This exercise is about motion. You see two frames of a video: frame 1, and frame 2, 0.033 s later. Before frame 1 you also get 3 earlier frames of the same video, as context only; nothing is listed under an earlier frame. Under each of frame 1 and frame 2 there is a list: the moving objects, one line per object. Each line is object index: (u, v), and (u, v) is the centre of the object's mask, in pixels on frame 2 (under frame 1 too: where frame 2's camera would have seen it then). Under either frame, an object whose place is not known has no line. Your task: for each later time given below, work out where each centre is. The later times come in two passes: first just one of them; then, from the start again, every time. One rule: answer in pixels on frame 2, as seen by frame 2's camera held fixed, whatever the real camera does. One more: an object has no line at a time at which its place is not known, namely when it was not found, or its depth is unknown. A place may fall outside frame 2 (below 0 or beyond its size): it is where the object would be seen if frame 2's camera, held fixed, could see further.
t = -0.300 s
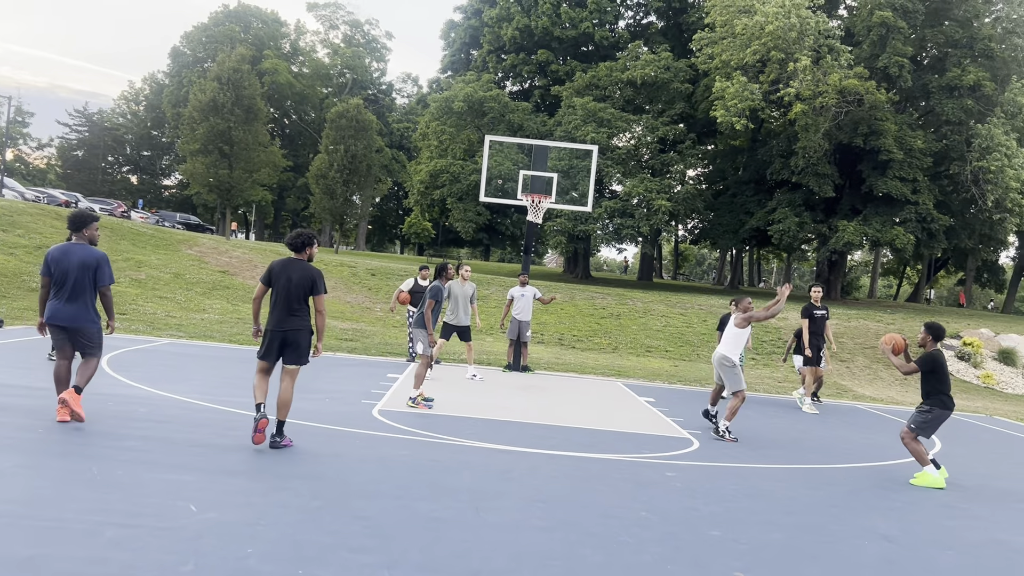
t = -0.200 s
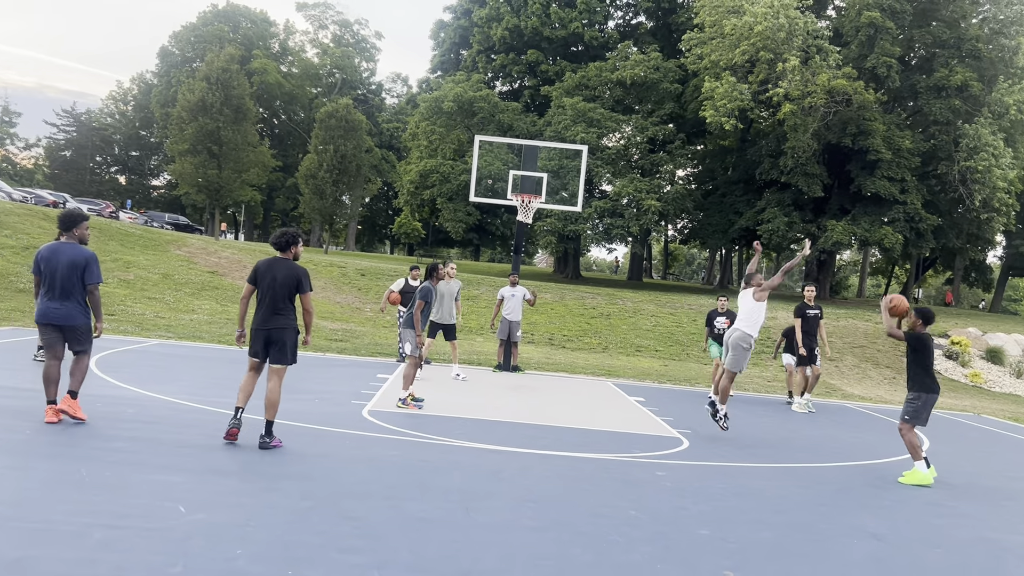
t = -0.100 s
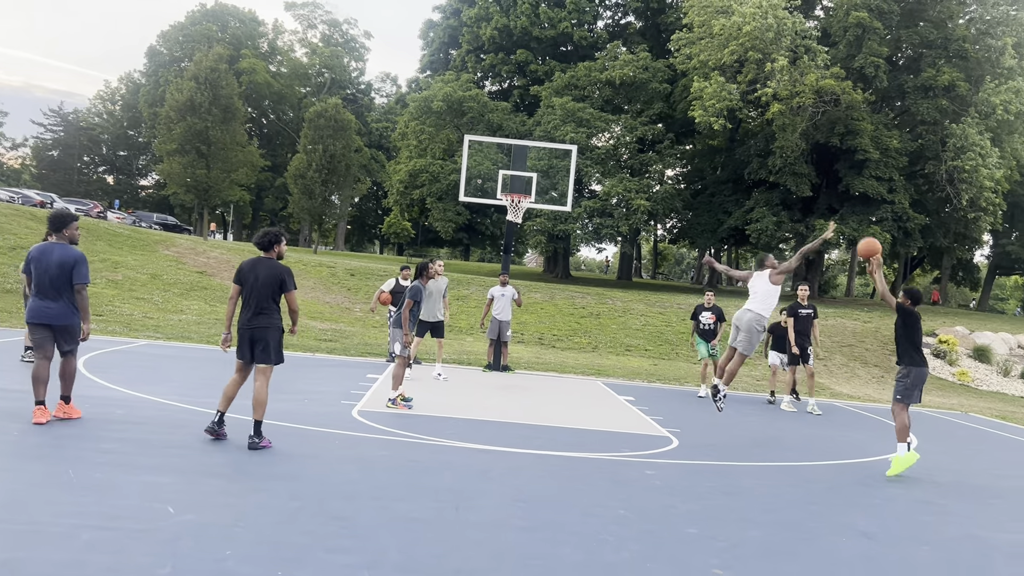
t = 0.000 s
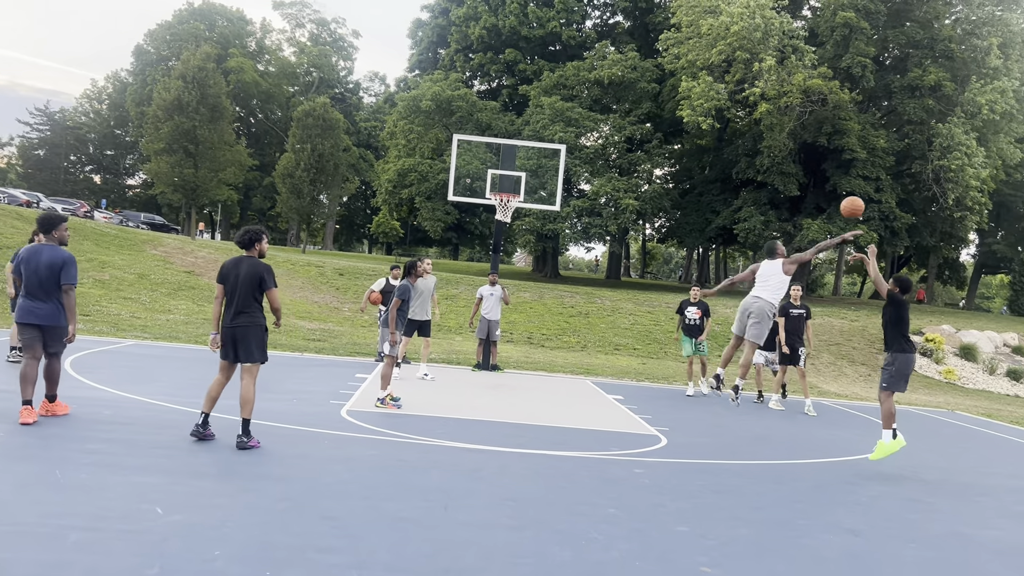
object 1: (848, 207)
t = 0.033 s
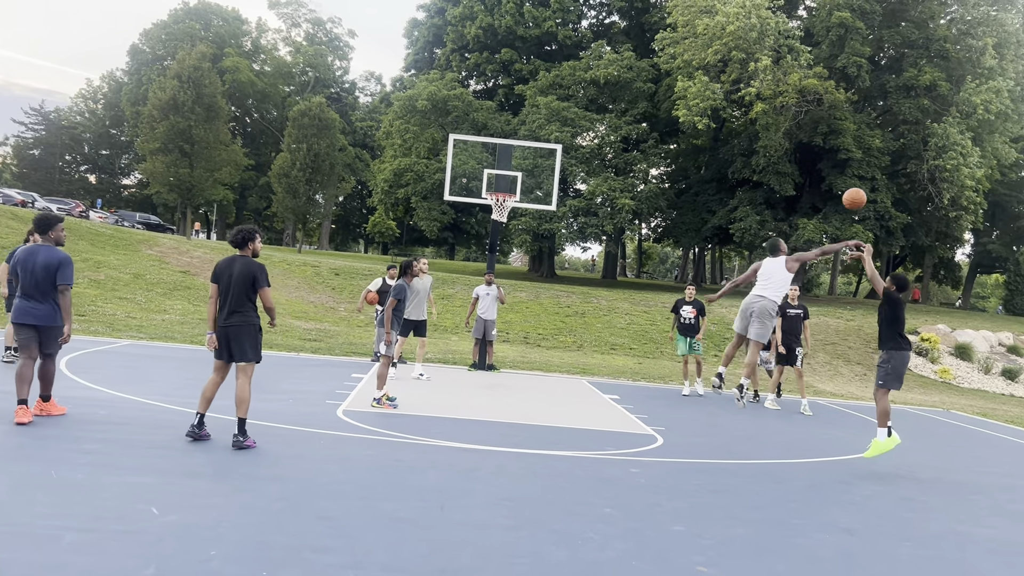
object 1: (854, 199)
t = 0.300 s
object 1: (895, 172)
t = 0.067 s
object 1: (860, 192)
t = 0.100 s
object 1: (866, 186)
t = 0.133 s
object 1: (871, 181)
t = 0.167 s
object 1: (876, 177)
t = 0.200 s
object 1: (881, 174)
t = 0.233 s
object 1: (886, 172)
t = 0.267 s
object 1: (891, 171)
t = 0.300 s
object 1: (895, 172)
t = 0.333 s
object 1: (899, 173)
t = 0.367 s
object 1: (903, 175)
